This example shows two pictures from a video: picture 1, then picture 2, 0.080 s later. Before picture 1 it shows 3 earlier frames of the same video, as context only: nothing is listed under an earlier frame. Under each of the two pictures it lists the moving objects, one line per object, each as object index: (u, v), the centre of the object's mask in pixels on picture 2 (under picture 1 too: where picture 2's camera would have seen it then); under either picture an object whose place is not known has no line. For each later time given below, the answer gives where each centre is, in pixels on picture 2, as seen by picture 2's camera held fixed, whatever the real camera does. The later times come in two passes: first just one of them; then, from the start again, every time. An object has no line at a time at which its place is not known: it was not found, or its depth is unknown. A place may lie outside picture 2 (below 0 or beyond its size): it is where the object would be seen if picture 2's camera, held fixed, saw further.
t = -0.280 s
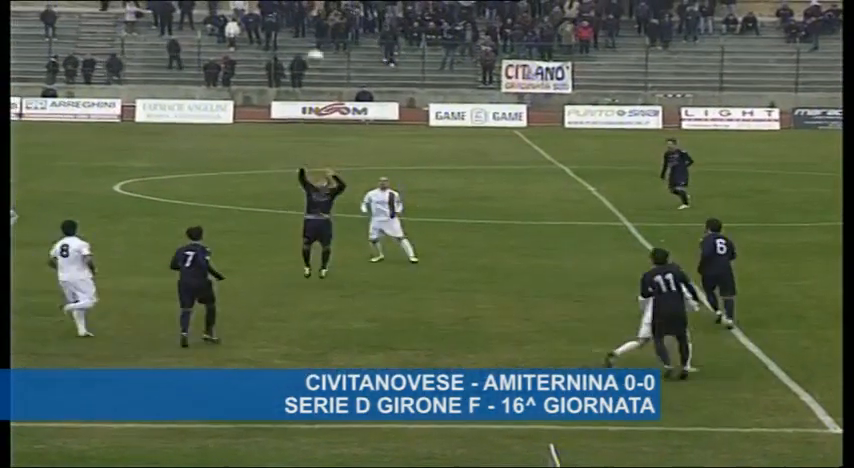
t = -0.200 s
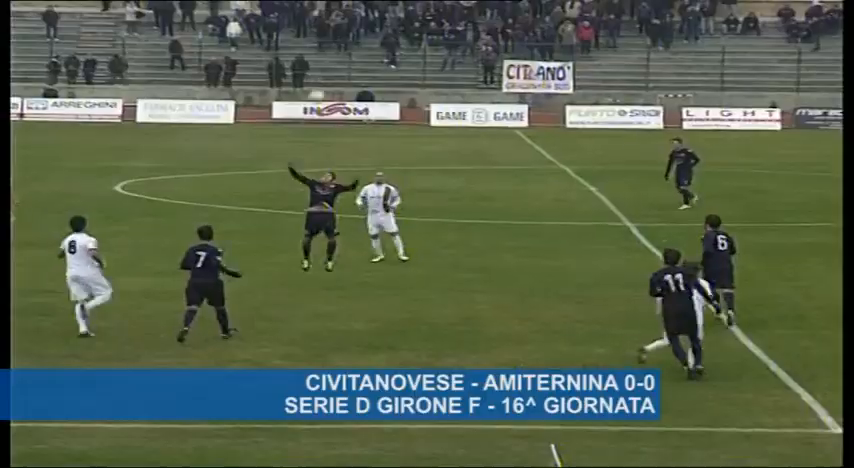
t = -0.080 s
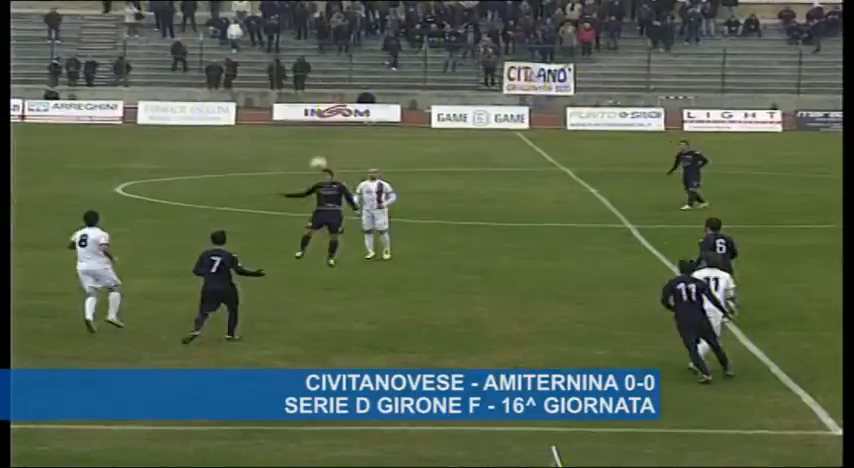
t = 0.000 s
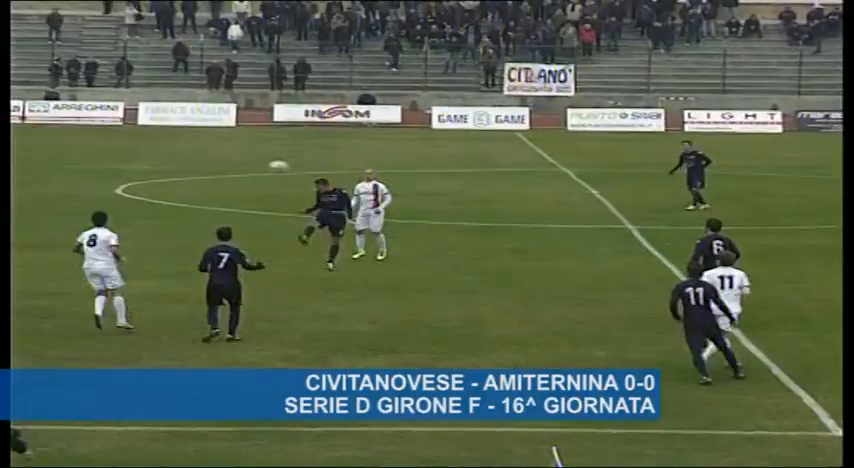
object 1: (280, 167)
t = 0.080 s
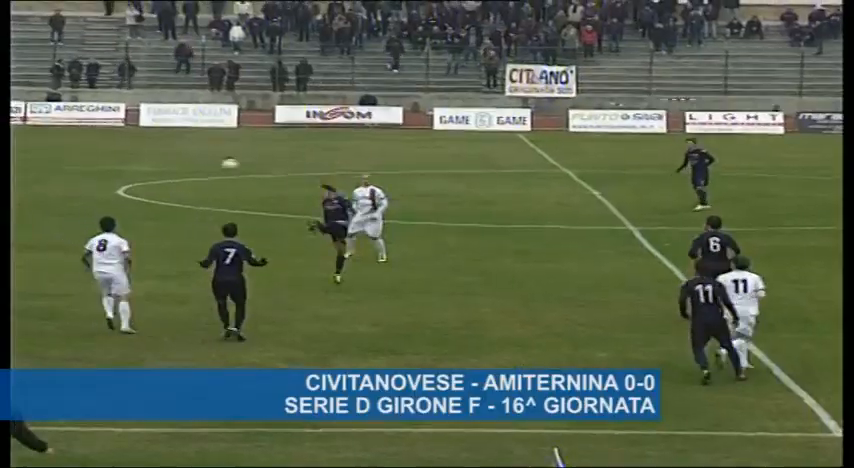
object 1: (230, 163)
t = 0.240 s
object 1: (134, 171)
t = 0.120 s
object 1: (207, 164)
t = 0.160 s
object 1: (182, 165)
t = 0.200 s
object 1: (159, 167)
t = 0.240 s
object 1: (134, 171)
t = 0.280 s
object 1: (110, 175)
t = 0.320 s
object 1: (87, 179)
